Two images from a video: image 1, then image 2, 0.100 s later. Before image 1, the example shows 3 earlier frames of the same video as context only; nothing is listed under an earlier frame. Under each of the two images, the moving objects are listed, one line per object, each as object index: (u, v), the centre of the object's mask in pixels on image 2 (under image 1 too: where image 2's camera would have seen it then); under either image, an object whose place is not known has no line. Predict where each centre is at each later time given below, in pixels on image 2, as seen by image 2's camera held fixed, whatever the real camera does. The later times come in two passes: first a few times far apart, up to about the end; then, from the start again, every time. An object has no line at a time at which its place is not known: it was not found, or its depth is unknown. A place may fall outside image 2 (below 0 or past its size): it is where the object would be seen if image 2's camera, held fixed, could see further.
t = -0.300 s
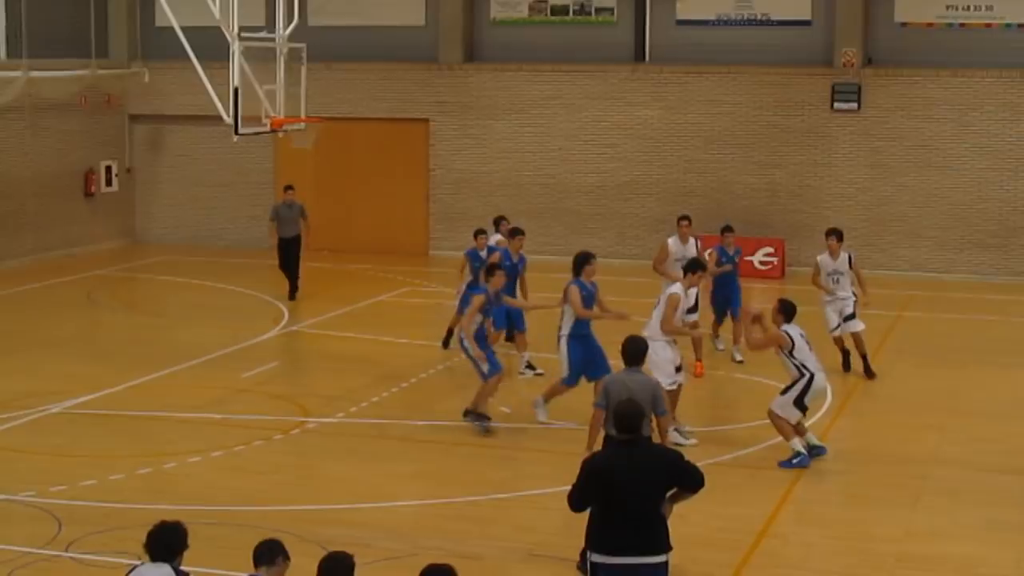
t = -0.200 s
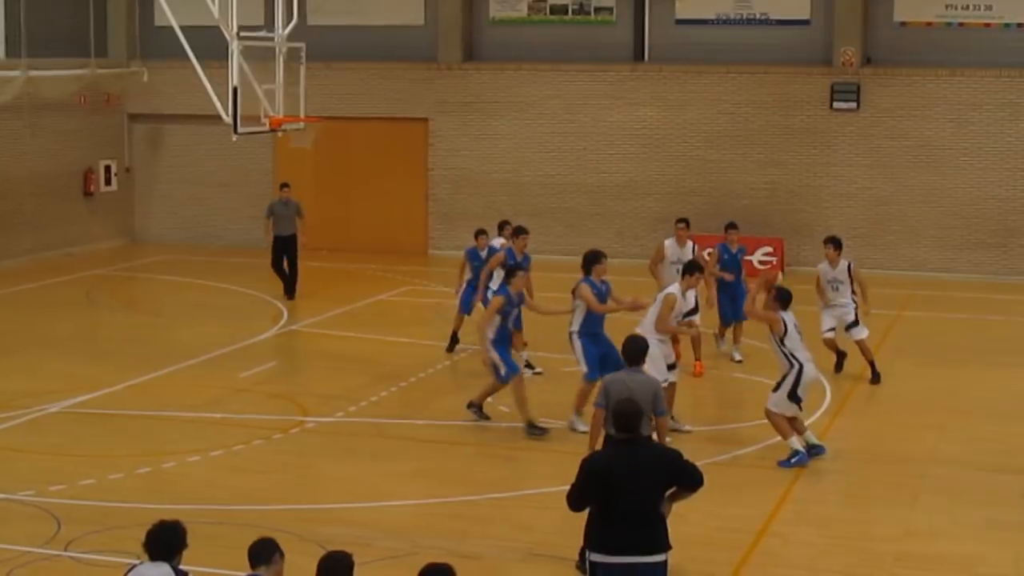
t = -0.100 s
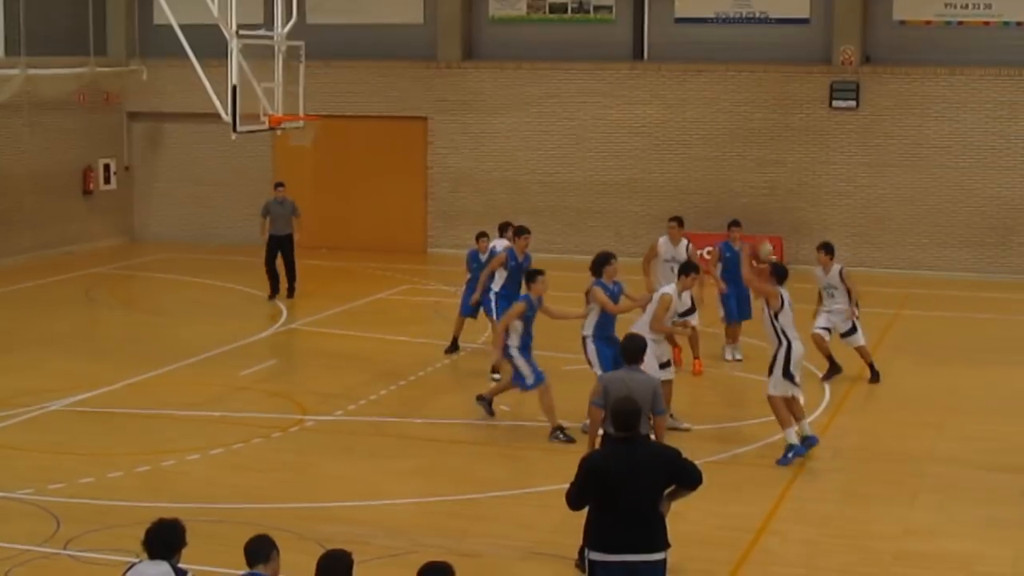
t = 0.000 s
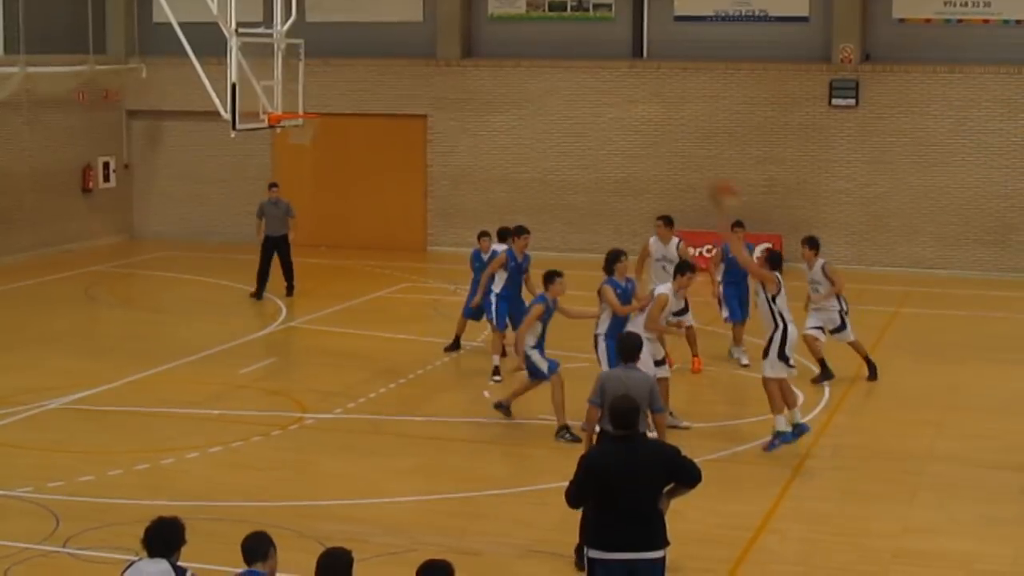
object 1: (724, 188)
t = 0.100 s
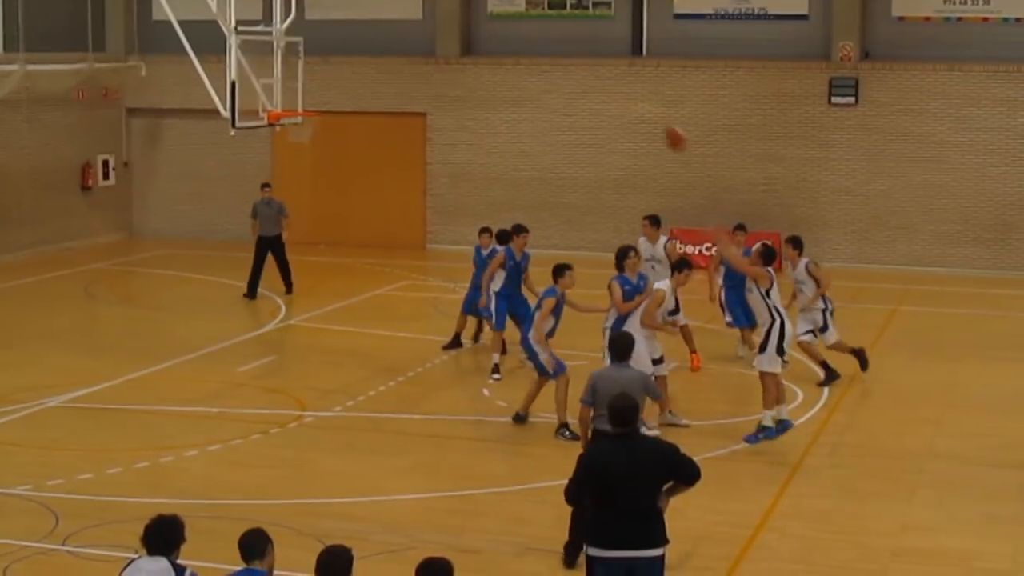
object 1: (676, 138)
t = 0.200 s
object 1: (626, 94)
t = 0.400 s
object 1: (540, 37)
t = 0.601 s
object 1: (457, 23)
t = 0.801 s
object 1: (386, 44)
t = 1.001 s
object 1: (320, 93)
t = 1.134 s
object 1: (281, 96)
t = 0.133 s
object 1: (657, 122)
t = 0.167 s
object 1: (640, 108)
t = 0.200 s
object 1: (626, 94)
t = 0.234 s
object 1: (610, 81)
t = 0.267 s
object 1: (595, 70)
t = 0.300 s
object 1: (580, 60)
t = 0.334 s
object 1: (566, 53)
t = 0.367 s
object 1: (552, 45)
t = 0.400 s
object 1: (540, 37)
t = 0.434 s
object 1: (525, 32)
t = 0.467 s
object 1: (512, 30)
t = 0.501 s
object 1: (498, 27)
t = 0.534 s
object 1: (483, 25)
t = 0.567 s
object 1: (470, 24)
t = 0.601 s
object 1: (457, 23)
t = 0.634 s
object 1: (446, 24)
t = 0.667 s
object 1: (434, 27)
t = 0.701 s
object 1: (421, 30)
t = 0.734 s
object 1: (409, 34)
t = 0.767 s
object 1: (398, 38)
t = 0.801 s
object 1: (386, 44)
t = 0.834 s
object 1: (375, 49)
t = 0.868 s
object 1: (363, 58)
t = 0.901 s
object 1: (350, 66)
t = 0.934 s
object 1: (338, 74)
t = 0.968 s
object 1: (331, 82)
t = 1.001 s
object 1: (320, 93)
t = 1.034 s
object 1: (312, 103)
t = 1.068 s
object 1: (300, 101)
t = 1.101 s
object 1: (291, 100)
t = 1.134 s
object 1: (281, 96)
